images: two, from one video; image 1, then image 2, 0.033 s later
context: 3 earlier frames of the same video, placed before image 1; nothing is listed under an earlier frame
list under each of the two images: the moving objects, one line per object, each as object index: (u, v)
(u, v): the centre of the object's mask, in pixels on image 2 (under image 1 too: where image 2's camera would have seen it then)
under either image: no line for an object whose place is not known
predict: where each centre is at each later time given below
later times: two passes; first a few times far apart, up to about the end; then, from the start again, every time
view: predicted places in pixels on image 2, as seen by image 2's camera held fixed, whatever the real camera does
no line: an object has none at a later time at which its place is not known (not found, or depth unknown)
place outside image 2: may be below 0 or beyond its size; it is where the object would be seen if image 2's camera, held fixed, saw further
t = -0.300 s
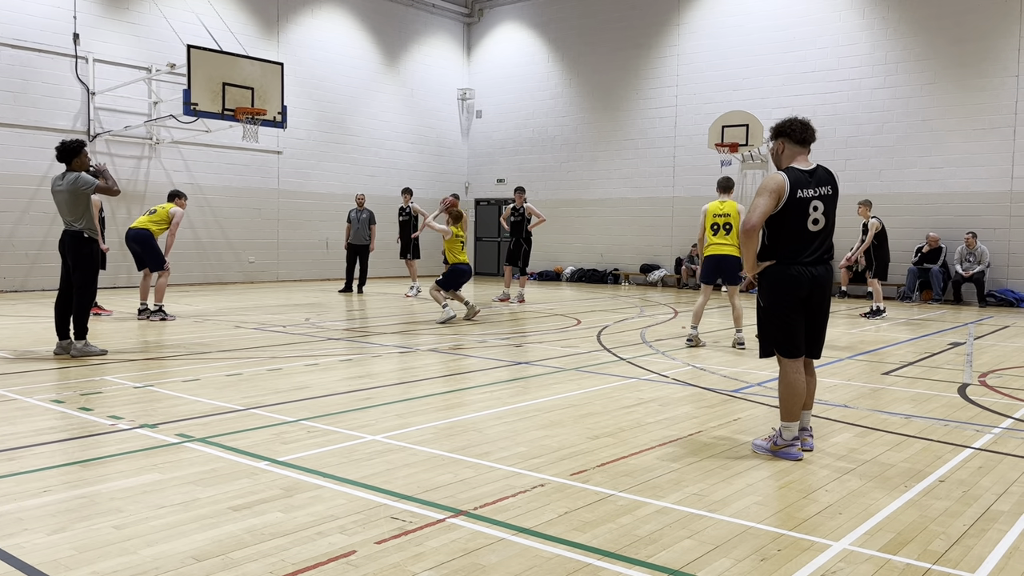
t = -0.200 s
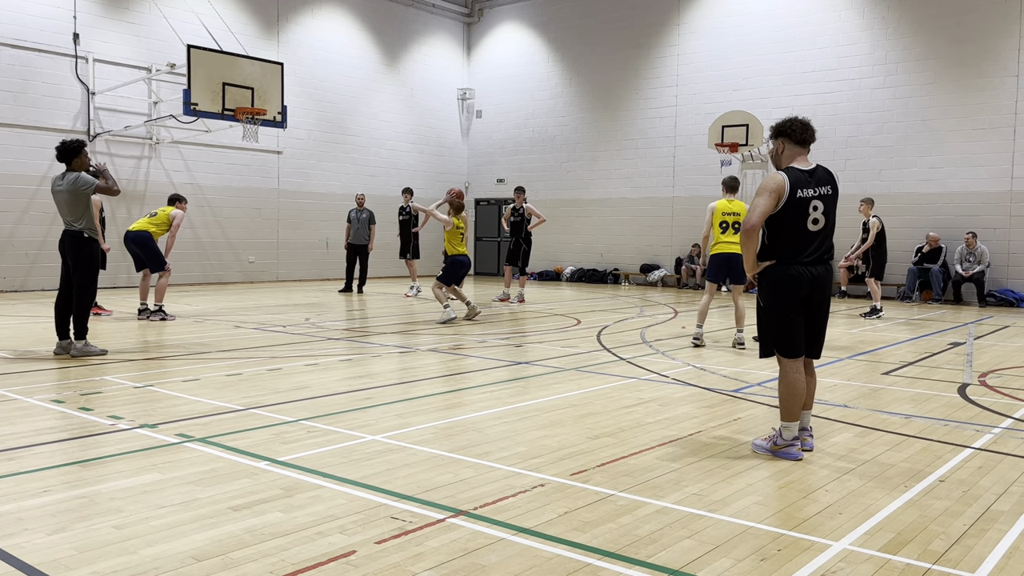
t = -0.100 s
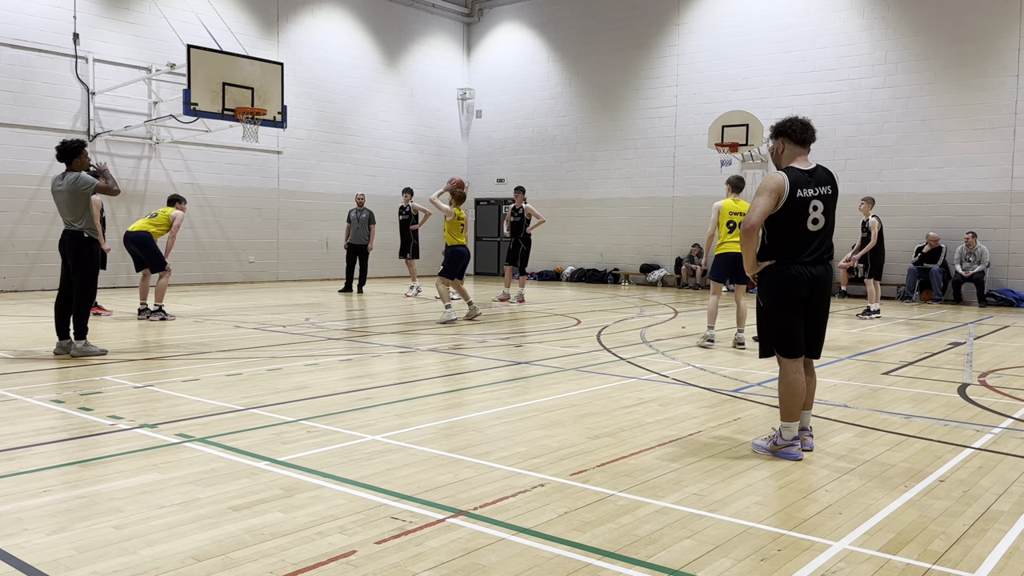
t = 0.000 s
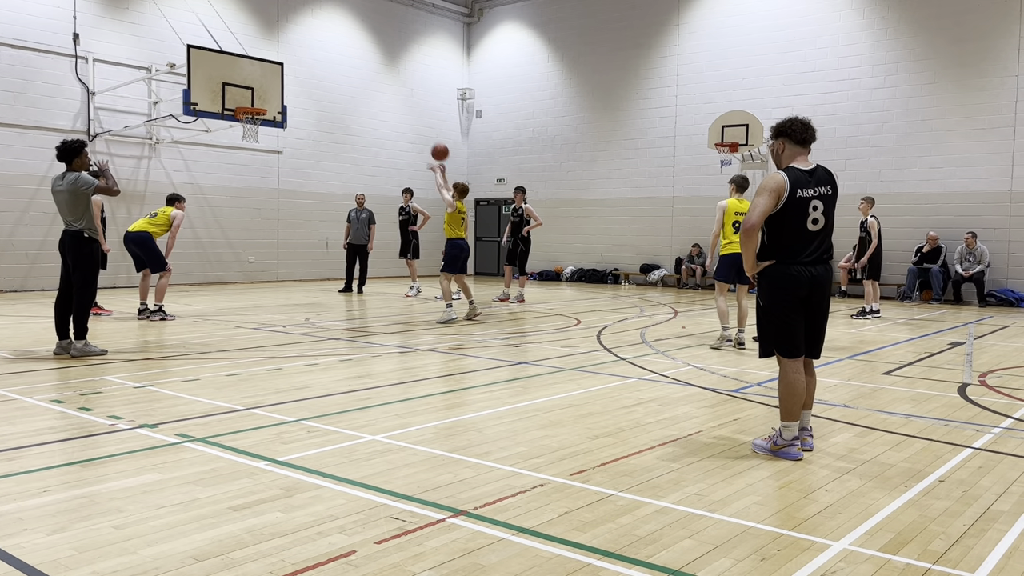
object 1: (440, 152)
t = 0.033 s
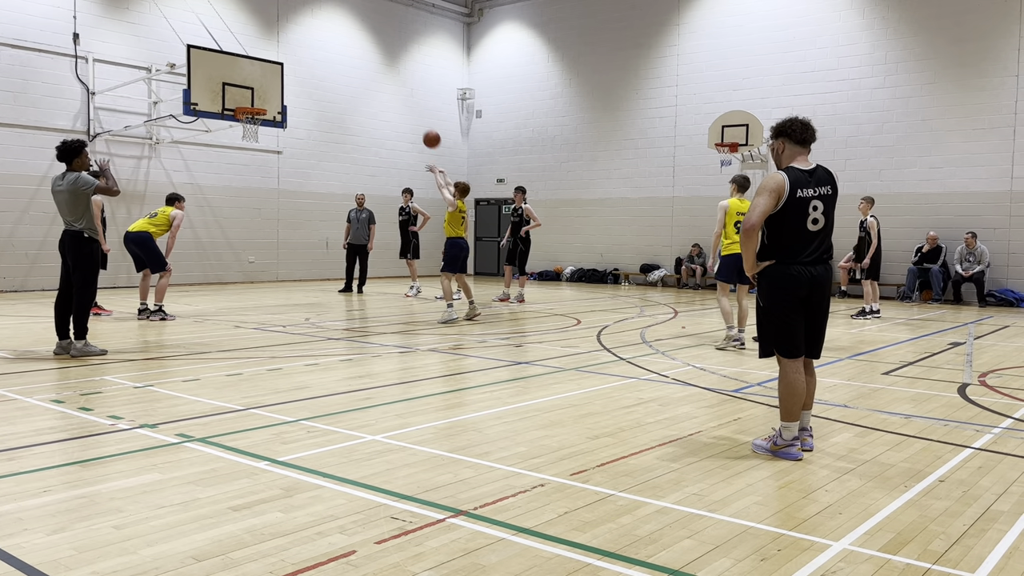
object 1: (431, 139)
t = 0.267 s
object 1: (377, 77)
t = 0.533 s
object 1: (321, 59)
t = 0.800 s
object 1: (272, 86)
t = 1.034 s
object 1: (241, 127)
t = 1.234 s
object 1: (234, 155)
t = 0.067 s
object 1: (423, 127)
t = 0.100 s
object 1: (415, 116)
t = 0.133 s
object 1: (407, 106)
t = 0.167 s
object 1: (399, 98)
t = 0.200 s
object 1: (392, 90)
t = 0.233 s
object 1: (384, 83)
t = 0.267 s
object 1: (377, 77)
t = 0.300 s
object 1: (369, 72)
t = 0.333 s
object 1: (362, 68)
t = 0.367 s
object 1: (355, 64)
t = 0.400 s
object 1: (348, 62)
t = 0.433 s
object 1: (341, 60)
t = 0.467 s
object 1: (334, 59)
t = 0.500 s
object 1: (327, 58)
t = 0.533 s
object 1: (321, 59)
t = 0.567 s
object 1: (314, 60)
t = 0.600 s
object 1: (308, 62)
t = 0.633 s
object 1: (301, 64)
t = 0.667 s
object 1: (295, 67)
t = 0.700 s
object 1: (289, 71)
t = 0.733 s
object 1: (283, 76)
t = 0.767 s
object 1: (277, 81)
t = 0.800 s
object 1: (272, 86)
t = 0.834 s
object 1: (266, 93)
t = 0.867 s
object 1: (261, 99)
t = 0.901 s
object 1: (256, 104)
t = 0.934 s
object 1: (253, 115)
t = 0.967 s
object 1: (251, 117)
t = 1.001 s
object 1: (243, 123)
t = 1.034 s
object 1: (241, 127)
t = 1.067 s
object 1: (240, 130)
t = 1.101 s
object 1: (239, 134)
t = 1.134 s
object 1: (237, 138)
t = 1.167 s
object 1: (236, 143)
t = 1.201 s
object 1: (235, 148)
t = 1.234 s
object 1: (234, 155)
